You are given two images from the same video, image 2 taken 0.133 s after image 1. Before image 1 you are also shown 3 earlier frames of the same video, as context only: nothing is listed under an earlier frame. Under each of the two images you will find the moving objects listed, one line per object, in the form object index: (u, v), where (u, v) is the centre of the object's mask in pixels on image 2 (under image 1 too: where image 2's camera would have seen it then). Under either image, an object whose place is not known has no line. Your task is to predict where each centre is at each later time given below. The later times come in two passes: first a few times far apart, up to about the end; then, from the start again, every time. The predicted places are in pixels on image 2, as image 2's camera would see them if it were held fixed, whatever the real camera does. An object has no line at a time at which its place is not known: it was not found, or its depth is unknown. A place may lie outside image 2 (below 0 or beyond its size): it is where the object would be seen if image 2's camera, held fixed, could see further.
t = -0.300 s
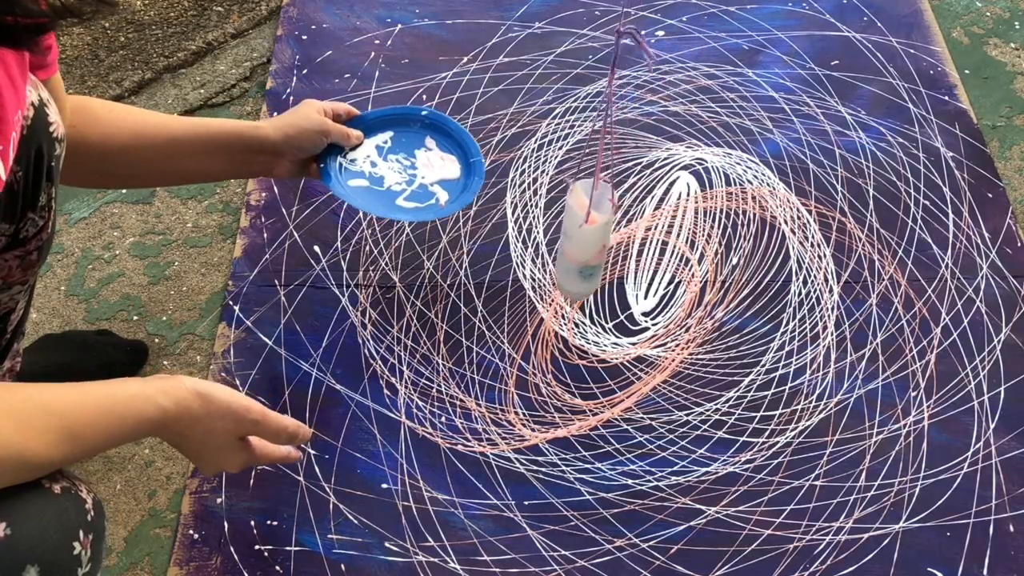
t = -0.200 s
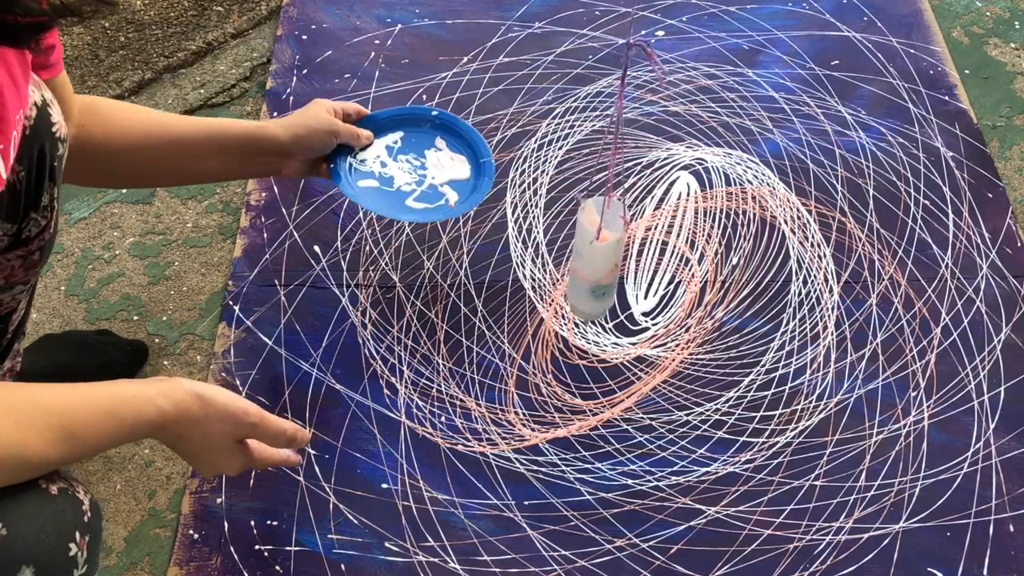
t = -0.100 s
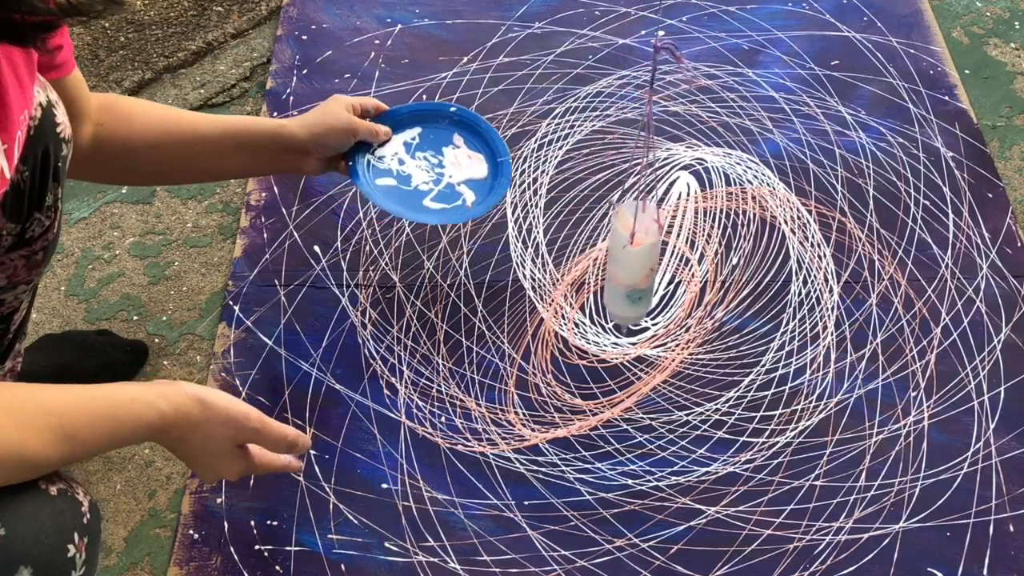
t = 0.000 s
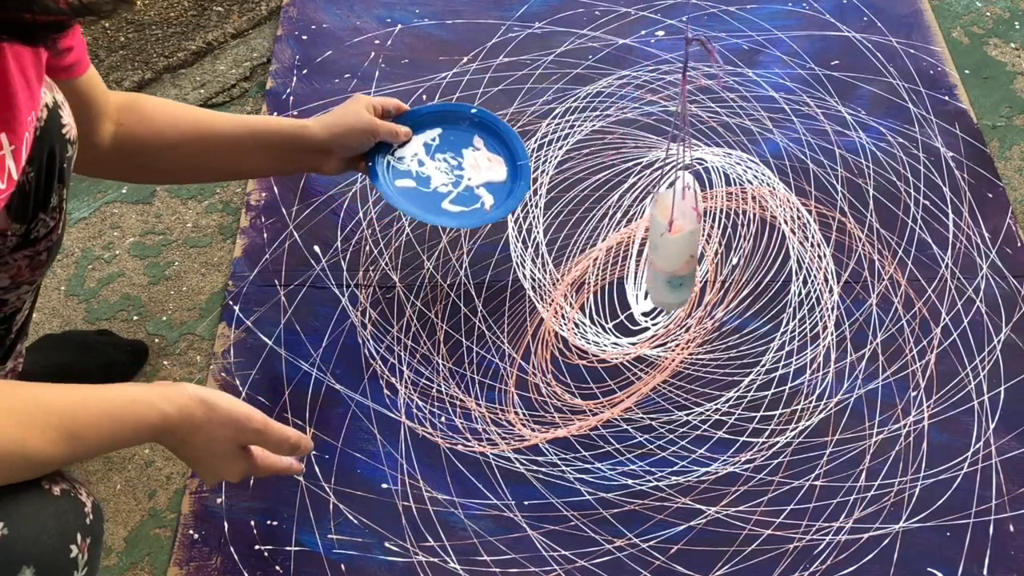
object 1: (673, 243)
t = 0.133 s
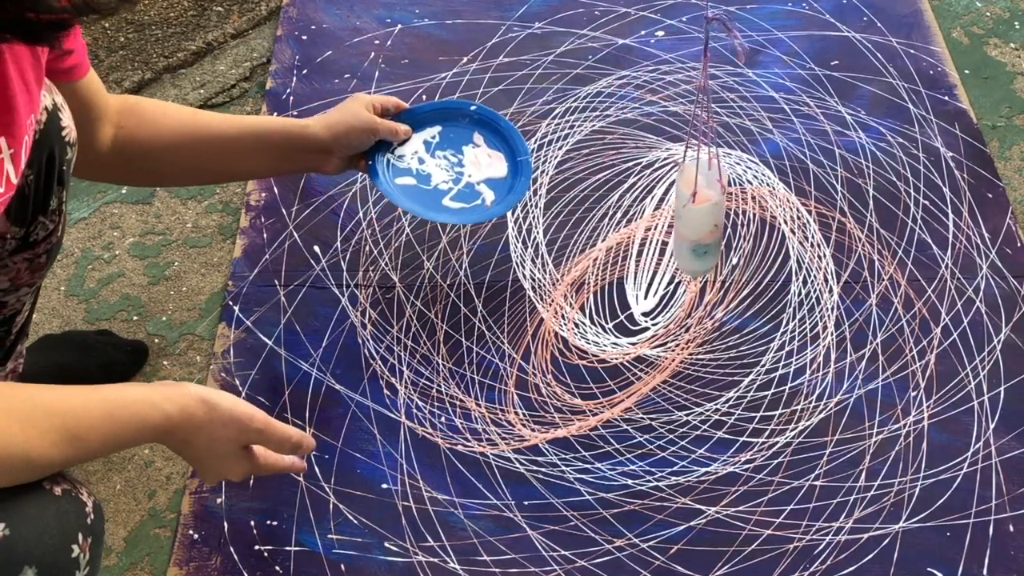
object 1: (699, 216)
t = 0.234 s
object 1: (685, 200)
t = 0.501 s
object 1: (592, 226)
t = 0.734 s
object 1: (624, 264)
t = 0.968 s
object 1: (706, 227)
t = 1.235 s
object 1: (633, 212)
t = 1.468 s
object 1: (584, 249)
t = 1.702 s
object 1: (672, 250)
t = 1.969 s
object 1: (682, 221)
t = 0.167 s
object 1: (698, 208)
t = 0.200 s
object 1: (692, 205)
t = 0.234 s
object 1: (685, 200)
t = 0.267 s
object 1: (675, 198)
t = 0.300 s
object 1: (663, 198)
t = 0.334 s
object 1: (650, 200)
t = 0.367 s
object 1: (637, 201)
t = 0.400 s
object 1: (624, 206)
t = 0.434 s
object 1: (611, 211)
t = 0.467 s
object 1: (601, 219)
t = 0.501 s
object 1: (592, 226)
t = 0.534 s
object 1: (587, 234)
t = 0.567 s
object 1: (585, 241)
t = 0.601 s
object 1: (586, 248)
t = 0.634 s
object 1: (591, 254)
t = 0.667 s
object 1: (600, 259)
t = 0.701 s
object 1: (611, 263)
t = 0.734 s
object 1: (624, 264)
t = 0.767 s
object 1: (638, 262)
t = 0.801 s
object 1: (652, 261)
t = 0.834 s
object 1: (669, 255)
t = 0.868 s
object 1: (681, 248)
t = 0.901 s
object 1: (693, 240)
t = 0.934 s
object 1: (700, 235)
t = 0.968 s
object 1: (706, 227)
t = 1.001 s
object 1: (707, 221)
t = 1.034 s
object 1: (704, 216)
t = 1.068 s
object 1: (699, 212)
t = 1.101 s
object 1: (690, 209)
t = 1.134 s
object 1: (677, 208)
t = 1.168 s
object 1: (663, 208)
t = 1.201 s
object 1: (649, 209)
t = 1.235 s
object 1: (633, 212)
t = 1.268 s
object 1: (618, 217)
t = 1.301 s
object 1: (605, 221)
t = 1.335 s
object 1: (594, 227)
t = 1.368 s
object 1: (586, 232)
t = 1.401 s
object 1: (582, 238)
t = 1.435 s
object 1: (581, 244)
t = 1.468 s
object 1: (584, 249)
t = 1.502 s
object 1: (592, 253)
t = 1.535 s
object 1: (602, 255)
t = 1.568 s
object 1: (615, 257)
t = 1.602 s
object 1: (628, 258)
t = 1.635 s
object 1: (643, 257)
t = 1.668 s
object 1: (659, 253)
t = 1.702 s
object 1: (672, 250)
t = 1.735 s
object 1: (685, 245)
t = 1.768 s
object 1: (695, 241)
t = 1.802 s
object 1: (701, 236)
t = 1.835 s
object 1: (704, 231)
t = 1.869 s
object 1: (704, 228)
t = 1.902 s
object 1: (700, 224)
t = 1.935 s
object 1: (692, 222)
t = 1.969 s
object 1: (682, 221)
